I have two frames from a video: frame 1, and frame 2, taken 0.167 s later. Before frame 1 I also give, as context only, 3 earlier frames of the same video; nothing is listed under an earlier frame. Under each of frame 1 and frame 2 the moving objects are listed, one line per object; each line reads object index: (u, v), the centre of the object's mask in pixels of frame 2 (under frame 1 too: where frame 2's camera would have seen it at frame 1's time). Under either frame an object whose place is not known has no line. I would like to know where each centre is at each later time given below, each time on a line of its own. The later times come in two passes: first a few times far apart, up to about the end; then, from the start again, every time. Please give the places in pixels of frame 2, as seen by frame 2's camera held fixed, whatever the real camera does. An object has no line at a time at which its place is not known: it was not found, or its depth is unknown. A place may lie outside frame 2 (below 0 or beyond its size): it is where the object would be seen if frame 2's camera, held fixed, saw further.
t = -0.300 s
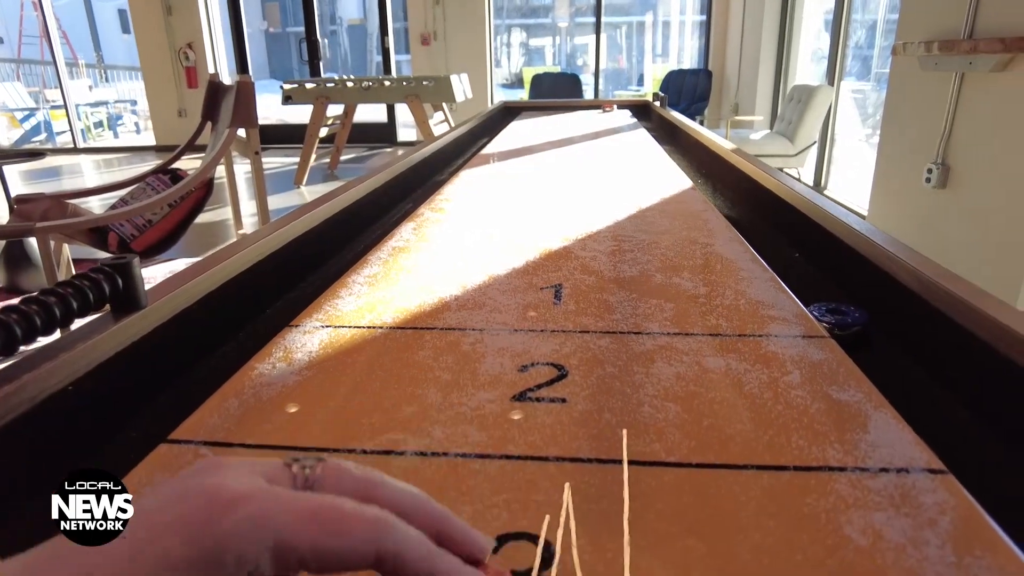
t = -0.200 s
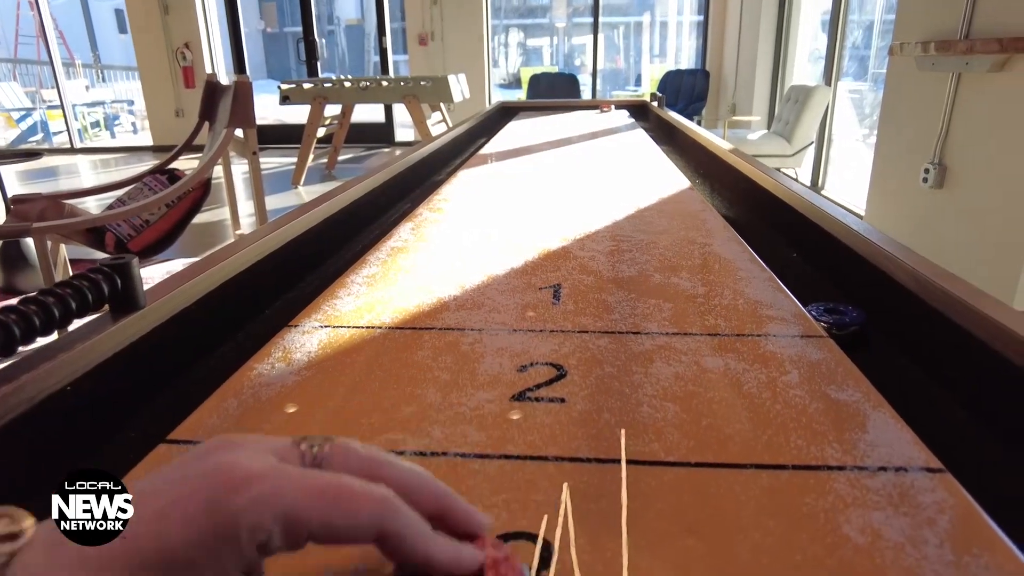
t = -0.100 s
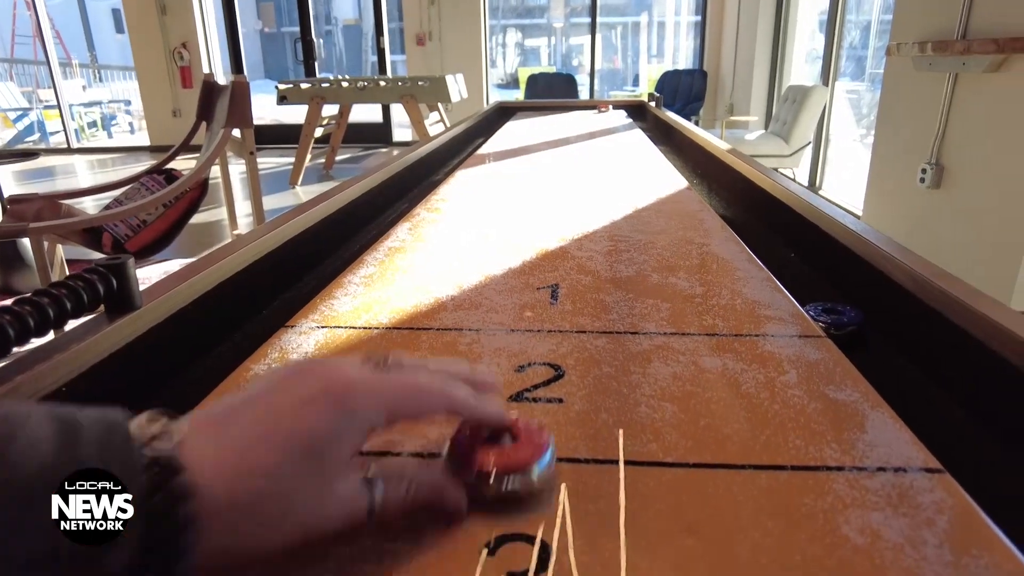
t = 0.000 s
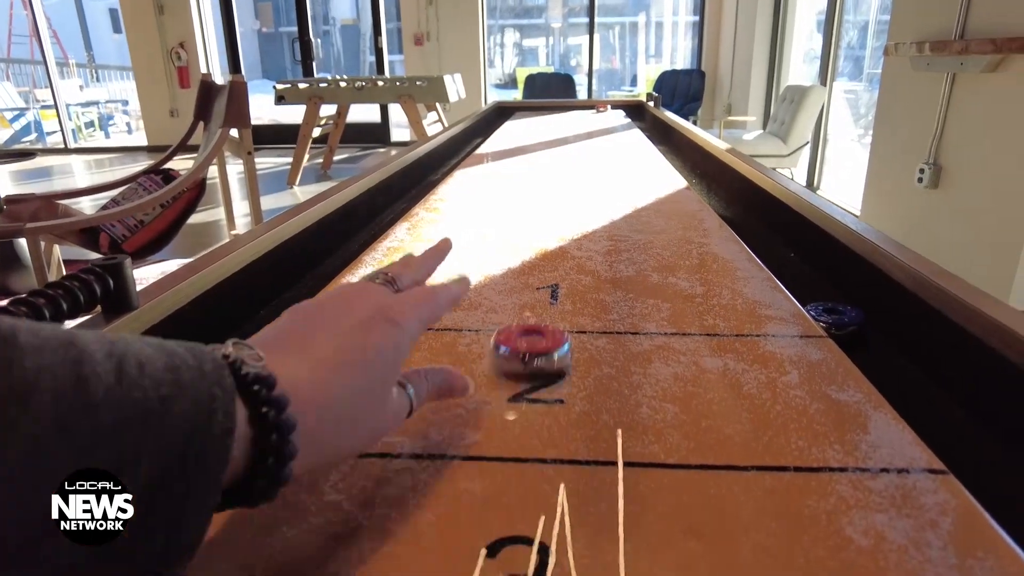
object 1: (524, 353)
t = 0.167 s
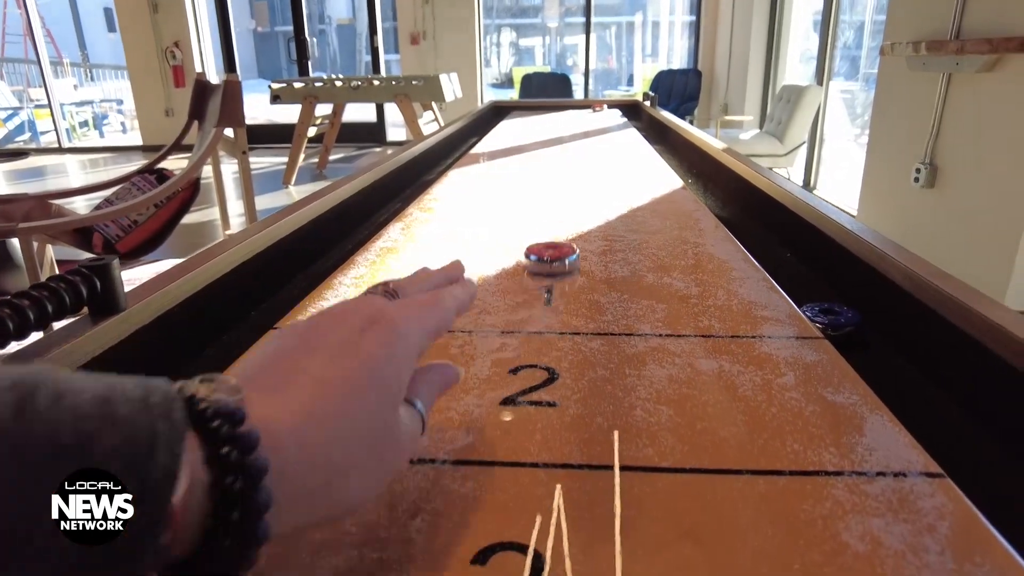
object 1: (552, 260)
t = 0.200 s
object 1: (555, 247)
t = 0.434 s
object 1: (569, 193)
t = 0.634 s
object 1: (578, 166)
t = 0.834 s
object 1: (583, 147)
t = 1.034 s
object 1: (589, 135)
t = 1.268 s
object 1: (592, 125)
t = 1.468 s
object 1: (594, 115)
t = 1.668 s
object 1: (596, 110)
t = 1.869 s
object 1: (590, 109)
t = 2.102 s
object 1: (582, 109)
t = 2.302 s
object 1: (577, 110)
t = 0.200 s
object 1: (555, 247)
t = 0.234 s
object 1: (558, 237)
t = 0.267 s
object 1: (561, 228)
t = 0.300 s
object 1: (563, 219)
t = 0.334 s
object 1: (564, 211)
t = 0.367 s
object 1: (566, 204)
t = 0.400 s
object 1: (568, 198)
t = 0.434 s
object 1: (569, 193)
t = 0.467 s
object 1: (571, 186)
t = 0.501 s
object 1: (572, 182)
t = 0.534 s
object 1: (574, 178)
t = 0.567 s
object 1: (575, 173)
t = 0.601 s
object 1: (576, 169)
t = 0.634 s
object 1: (578, 166)
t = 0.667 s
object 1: (579, 162)
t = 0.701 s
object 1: (579, 159)
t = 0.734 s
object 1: (580, 156)
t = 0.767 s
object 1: (581, 153)
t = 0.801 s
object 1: (582, 150)
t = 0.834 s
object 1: (583, 147)
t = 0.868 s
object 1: (584, 145)
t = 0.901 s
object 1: (584, 143)
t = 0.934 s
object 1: (585, 141)
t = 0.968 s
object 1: (587, 138)
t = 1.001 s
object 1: (588, 136)
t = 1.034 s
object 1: (589, 135)
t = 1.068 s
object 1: (590, 133)
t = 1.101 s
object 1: (591, 131)
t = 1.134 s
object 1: (590, 130)
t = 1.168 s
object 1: (590, 129)
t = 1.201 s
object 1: (591, 127)
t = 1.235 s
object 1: (592, 126)
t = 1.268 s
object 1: (592, 125)
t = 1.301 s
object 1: (592, 123)
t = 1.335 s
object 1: (592, 122)
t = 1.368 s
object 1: (592, 120)
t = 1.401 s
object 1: (593, 119)
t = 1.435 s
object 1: (593, 116)
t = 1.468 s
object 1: (594, 115)
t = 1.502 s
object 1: (594, 115)
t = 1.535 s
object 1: (595, 113)
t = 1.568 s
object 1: (595, 113)
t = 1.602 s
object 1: (595, 112)
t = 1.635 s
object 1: (596, 111)
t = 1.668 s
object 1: (596, 110)
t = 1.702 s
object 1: (596, 110)
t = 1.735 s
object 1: (595, 110)
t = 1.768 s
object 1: (594, 109)
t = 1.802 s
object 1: (593, 109)
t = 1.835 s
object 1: (592, 110)
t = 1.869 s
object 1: (590, 109)
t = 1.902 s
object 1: (589, 109)
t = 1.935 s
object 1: (588, 109)
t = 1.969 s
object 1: (587, 109)
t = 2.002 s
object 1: (585, 109)
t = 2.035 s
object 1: (584, 110)
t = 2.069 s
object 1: (583, 109)
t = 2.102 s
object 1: (582, 109)
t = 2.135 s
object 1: (581, 110)
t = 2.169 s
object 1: (580, 110)
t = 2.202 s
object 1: (580, 109)
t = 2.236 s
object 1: (579, 109)
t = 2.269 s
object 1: (578, 110)
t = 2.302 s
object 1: (577, 110)
